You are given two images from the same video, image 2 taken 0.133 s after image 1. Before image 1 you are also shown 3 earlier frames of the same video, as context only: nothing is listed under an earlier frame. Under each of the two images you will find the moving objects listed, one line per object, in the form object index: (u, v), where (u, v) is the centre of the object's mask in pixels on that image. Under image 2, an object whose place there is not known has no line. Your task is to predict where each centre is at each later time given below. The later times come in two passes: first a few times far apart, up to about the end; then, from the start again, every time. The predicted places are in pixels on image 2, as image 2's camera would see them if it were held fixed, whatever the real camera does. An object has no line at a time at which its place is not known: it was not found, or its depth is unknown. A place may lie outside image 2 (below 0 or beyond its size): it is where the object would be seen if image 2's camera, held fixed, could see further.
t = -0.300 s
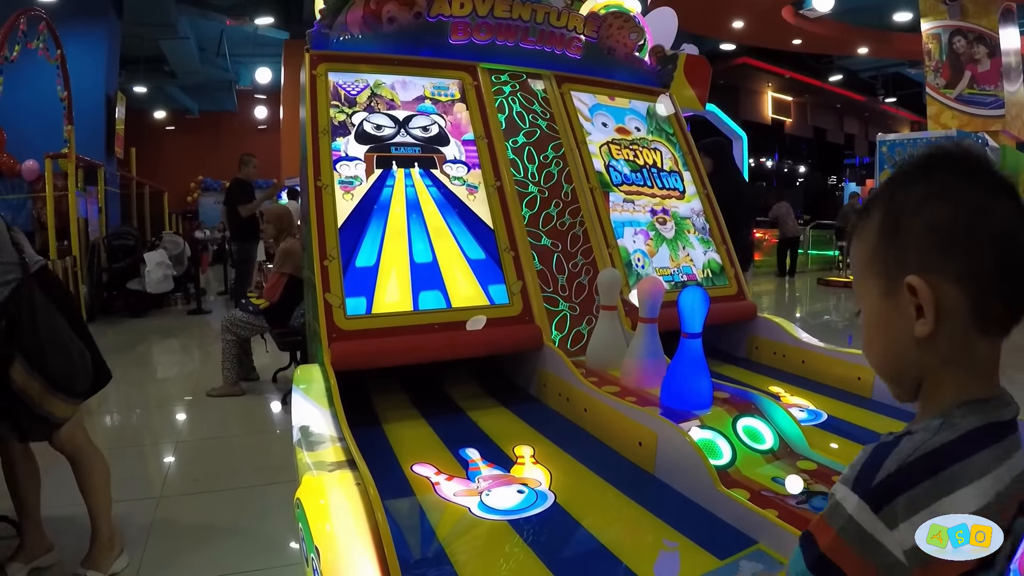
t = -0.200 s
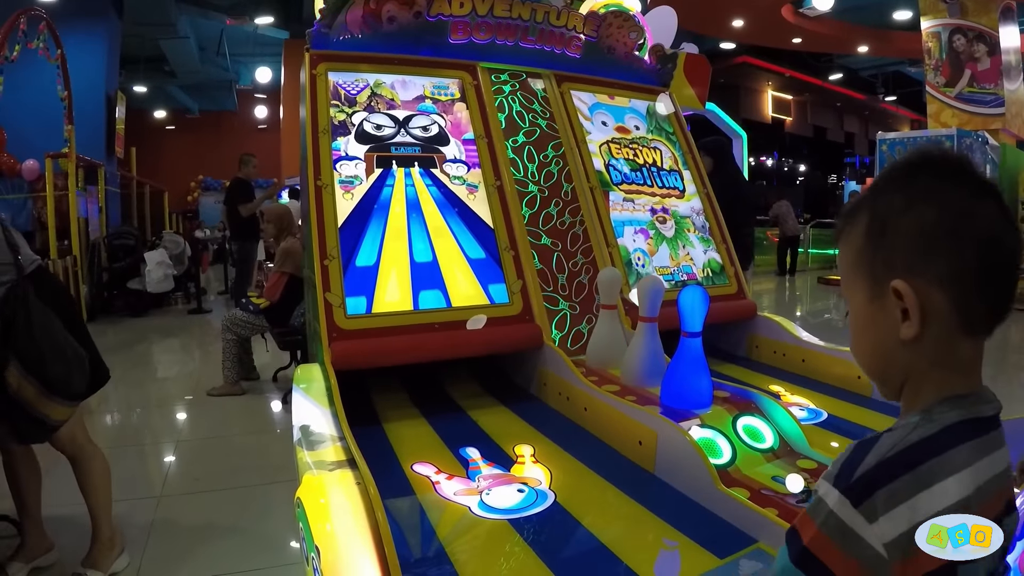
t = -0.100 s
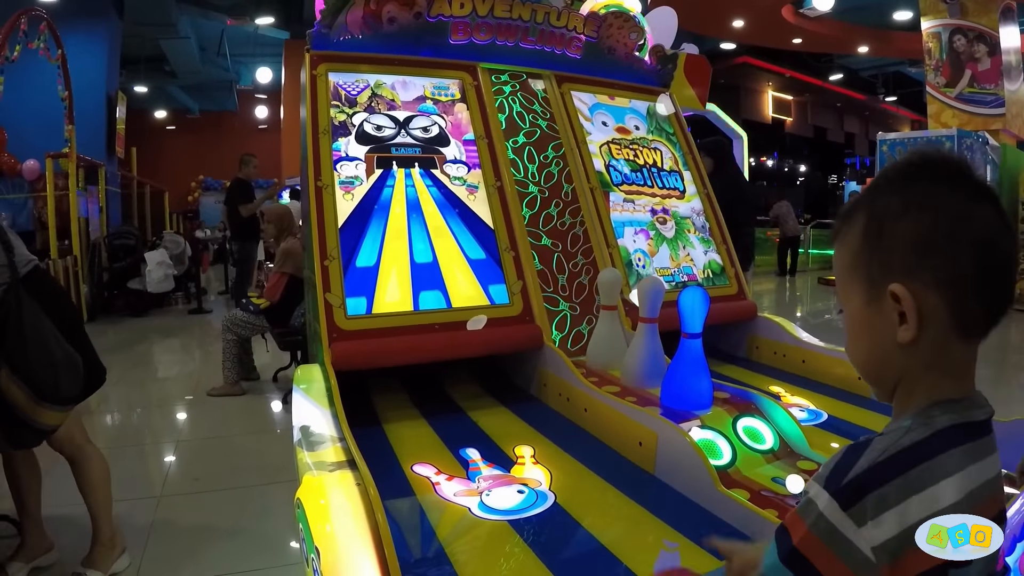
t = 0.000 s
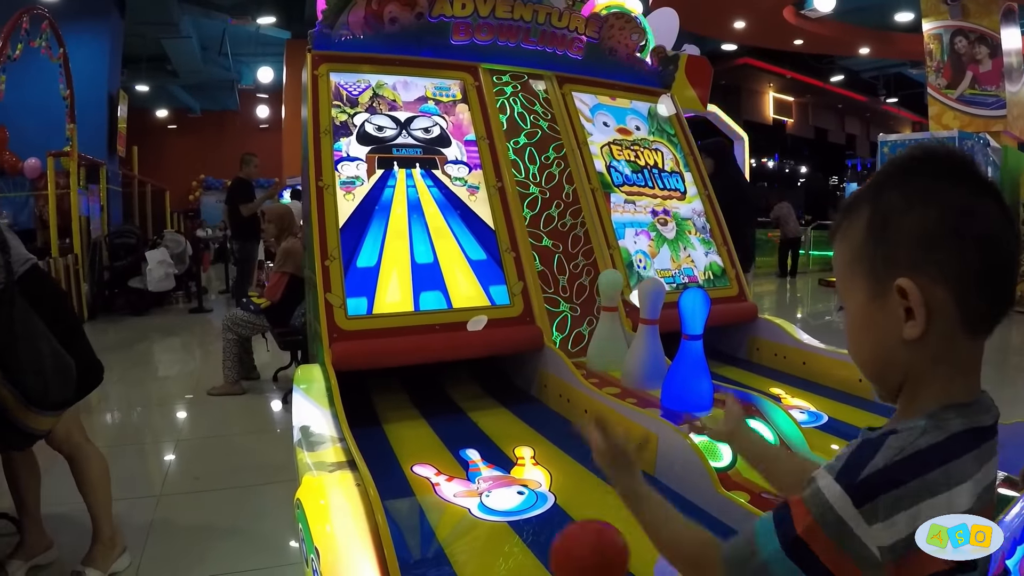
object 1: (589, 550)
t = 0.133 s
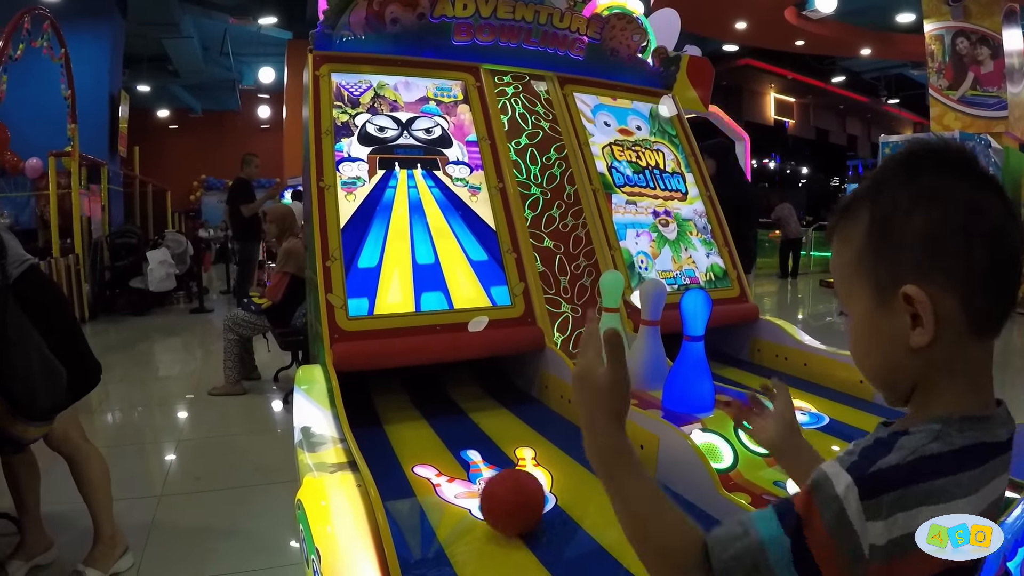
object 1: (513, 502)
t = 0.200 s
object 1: (483, 478)
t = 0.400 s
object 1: (418, 428)
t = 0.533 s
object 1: (388, 403)
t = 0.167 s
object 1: (497, 490)
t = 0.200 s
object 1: (483, 478)
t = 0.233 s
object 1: (470, 468)
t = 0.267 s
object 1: (458, 459)
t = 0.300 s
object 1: (446, 451)
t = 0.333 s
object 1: (436, 442)
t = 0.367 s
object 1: (427, 435)
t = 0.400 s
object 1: (418, 428)
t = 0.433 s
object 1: (409, 421)
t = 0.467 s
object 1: (401, 414)
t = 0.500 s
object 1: (394, 407)
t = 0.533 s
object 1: (388, 403)
